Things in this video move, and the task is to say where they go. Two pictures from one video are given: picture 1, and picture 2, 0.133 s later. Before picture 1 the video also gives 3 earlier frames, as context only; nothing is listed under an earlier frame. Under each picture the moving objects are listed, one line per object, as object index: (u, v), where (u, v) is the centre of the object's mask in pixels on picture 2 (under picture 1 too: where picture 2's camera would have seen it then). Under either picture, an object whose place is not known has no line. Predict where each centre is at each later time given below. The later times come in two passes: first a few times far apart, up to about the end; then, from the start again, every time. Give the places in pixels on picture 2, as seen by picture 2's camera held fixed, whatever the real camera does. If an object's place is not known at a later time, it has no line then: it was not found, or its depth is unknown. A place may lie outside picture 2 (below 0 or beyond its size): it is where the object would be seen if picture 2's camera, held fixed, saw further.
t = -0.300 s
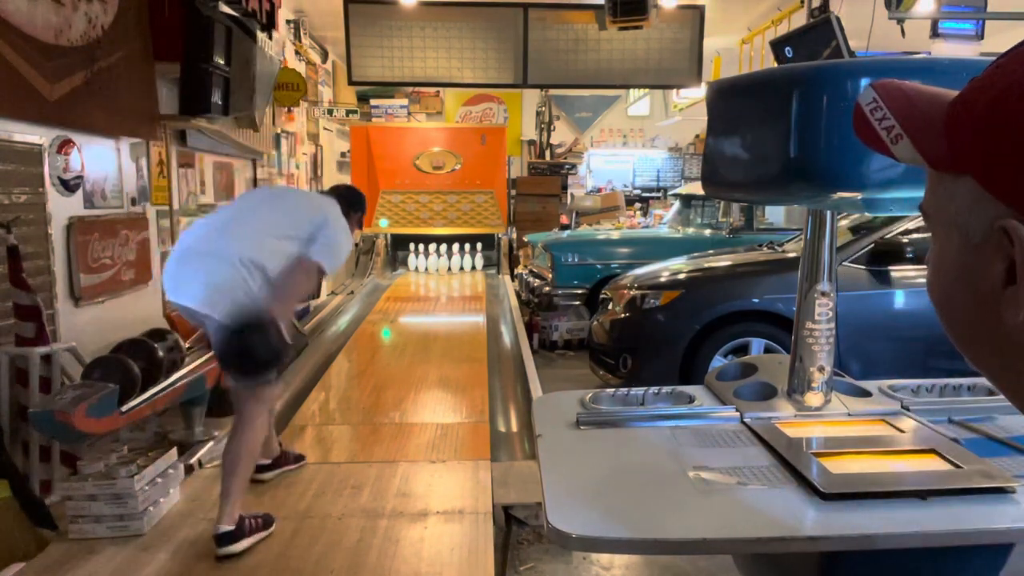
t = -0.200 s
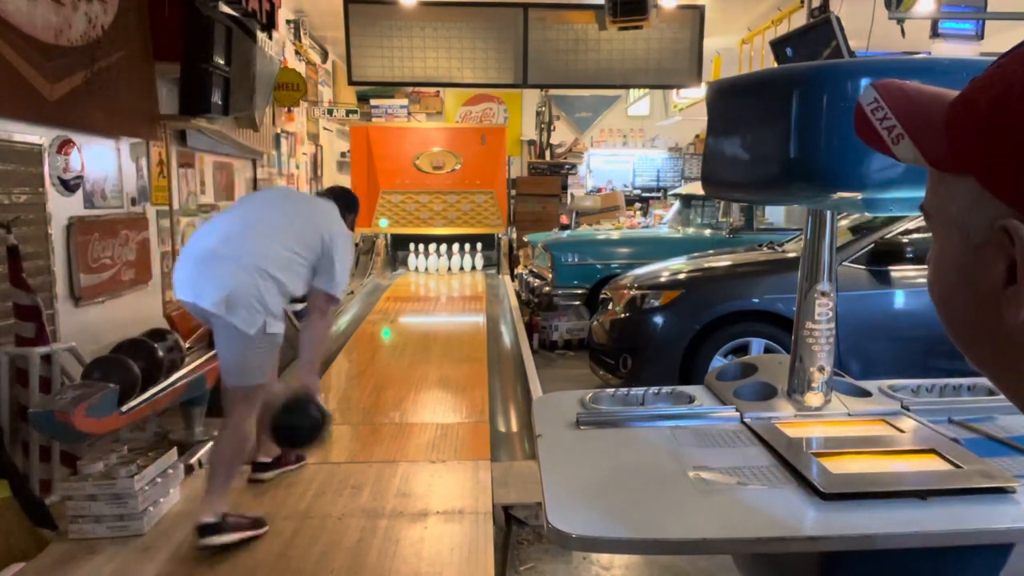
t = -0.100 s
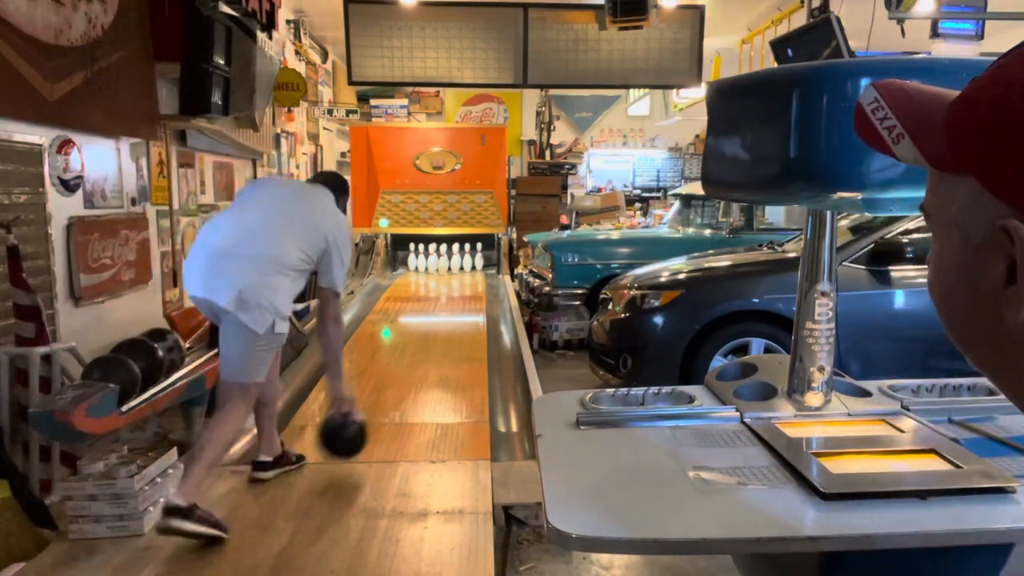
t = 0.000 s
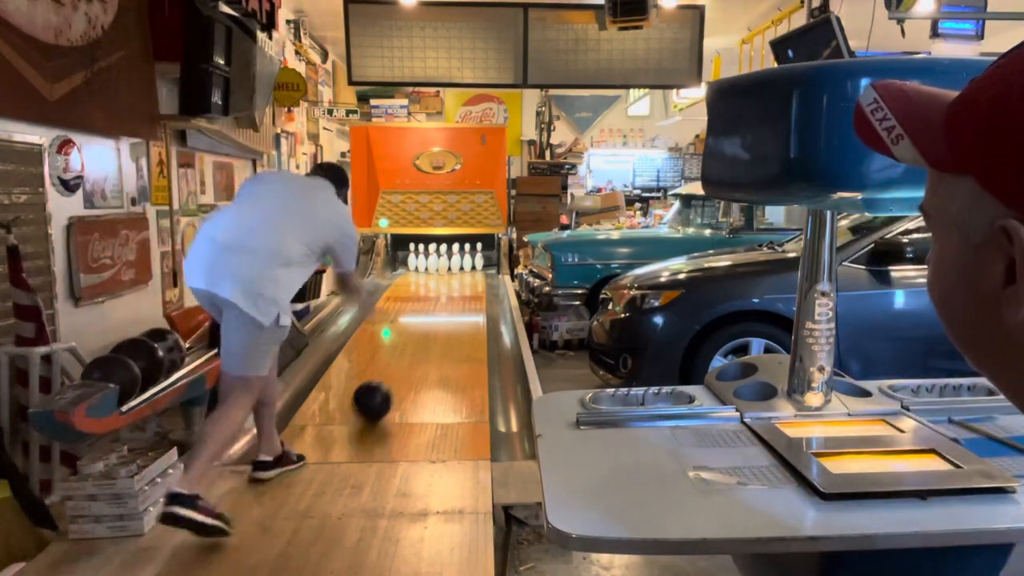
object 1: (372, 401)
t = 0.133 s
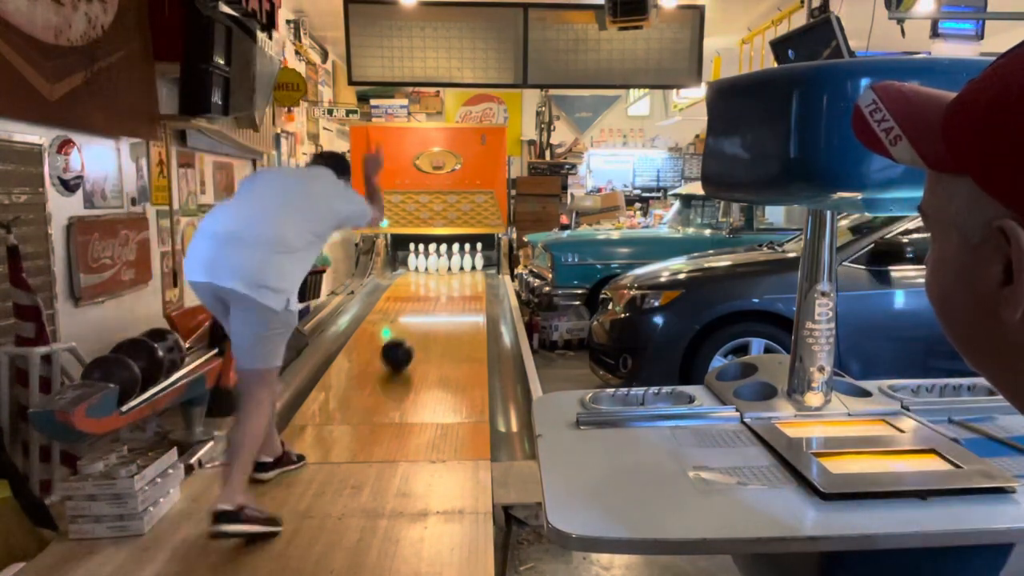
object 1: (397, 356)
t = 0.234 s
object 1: (409, 331)
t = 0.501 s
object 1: (432, 291)
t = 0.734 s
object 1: (444, 273)
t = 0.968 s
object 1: (458, 265)
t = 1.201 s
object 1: (465, 263)
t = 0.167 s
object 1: (401, 345)
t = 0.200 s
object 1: (405, 338)
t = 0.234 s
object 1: (409, 331)
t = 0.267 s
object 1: (413, 324)
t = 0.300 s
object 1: (416, 318)
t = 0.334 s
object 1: (420, 313)
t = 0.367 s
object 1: (422, 307)
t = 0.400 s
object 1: (425, 303)
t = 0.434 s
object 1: (427, 299)
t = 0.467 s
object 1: (430, 294)
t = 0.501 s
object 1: (432, 291)
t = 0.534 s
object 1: (434, 288)
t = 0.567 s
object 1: (436, 284)
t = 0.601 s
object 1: (438, 282)
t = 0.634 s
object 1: (440, 279)
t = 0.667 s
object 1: (442, 277)
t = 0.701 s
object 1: (443, 275)
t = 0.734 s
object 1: (444, 273)
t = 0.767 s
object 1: (446, 271)
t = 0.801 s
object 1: (448, 270)
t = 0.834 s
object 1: (449, 268)
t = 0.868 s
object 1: (453, 267)
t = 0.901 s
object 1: (454, 266)
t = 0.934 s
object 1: (456, 265)
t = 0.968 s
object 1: (458, 265)
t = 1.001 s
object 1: (459, 264)
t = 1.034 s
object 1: (461, 265)
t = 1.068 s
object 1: (461, 264)
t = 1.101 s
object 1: (461, 263)
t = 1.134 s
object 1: (461, 264)
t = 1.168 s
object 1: (463, 262)
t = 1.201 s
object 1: (465, 263)
